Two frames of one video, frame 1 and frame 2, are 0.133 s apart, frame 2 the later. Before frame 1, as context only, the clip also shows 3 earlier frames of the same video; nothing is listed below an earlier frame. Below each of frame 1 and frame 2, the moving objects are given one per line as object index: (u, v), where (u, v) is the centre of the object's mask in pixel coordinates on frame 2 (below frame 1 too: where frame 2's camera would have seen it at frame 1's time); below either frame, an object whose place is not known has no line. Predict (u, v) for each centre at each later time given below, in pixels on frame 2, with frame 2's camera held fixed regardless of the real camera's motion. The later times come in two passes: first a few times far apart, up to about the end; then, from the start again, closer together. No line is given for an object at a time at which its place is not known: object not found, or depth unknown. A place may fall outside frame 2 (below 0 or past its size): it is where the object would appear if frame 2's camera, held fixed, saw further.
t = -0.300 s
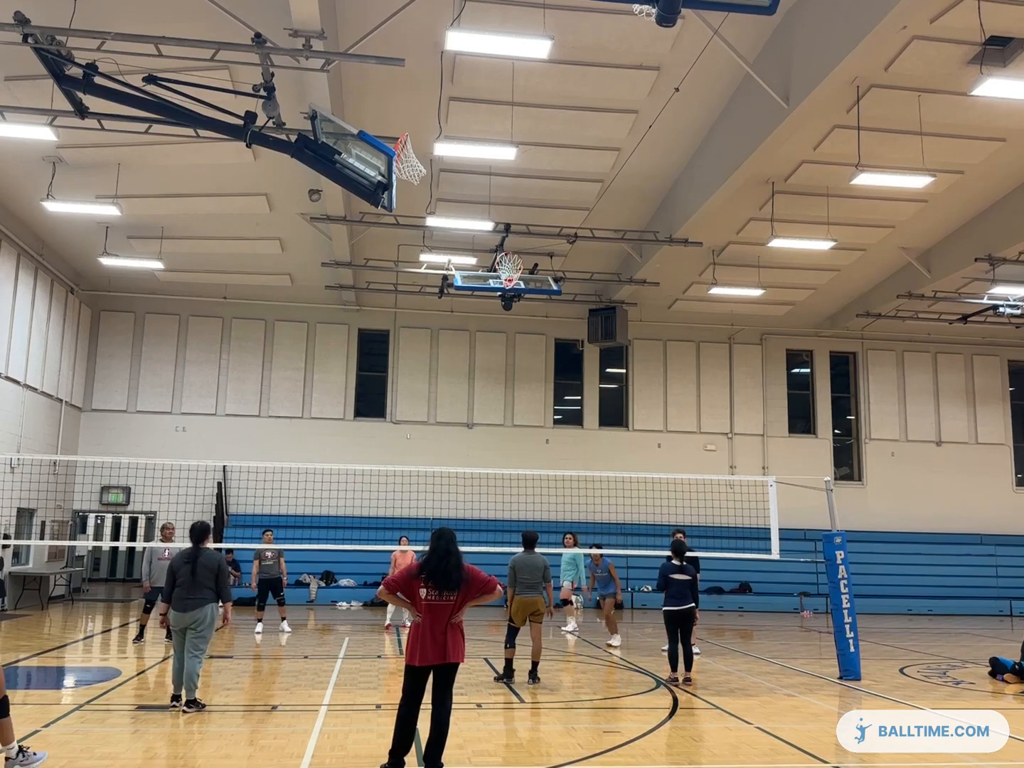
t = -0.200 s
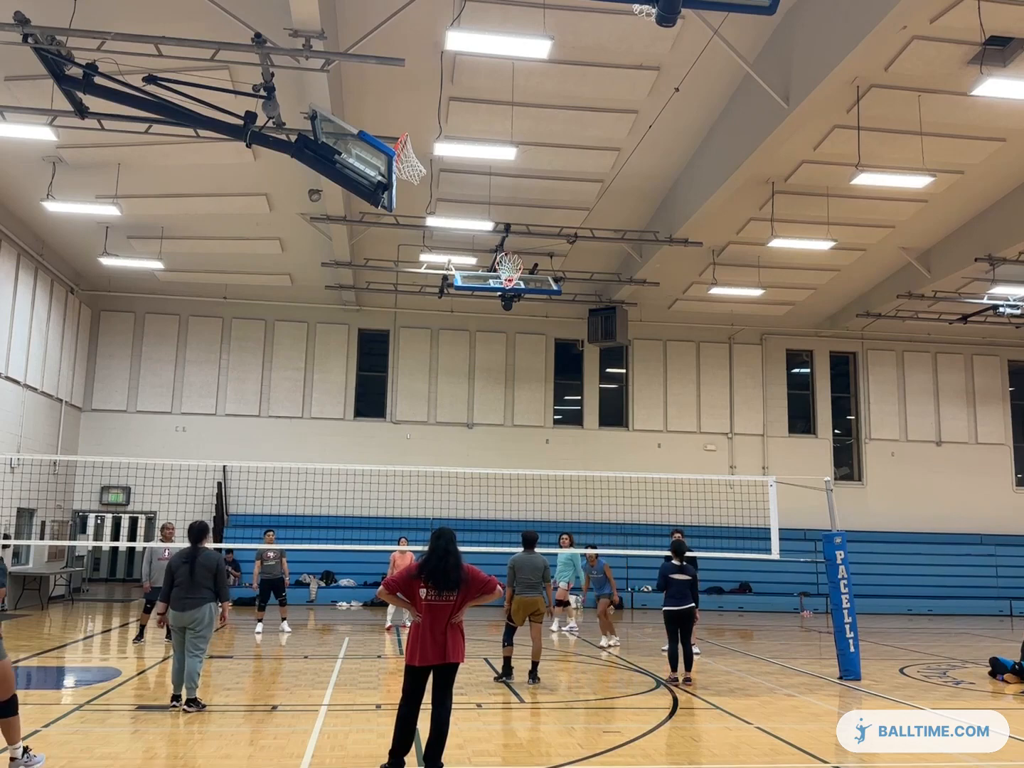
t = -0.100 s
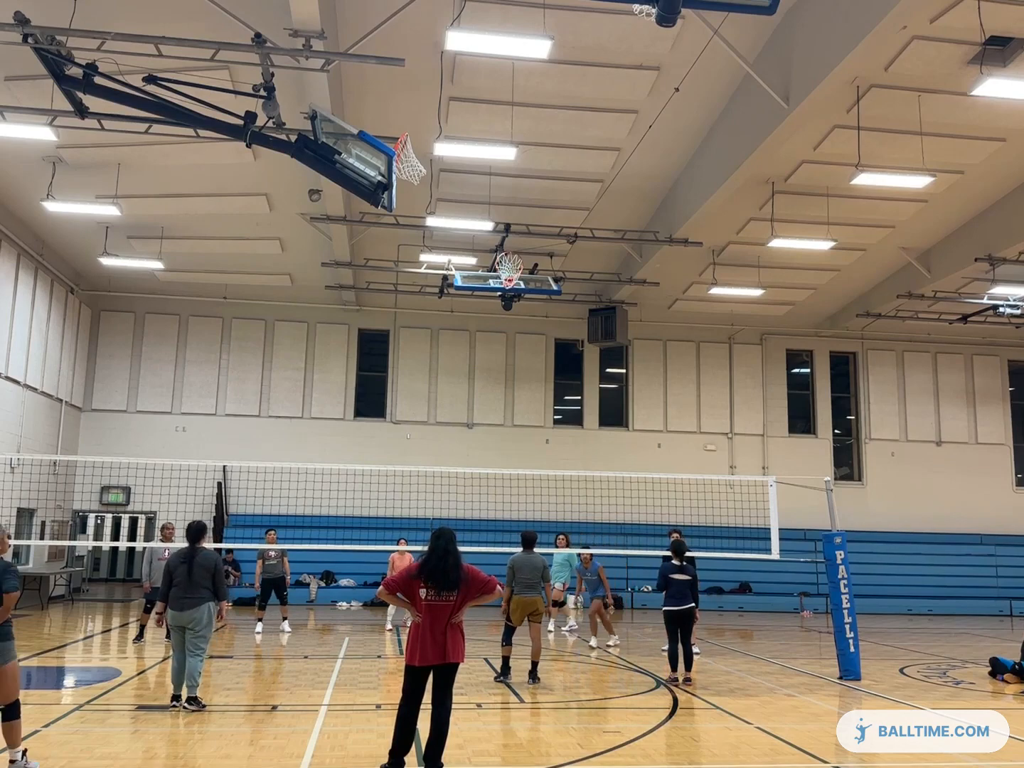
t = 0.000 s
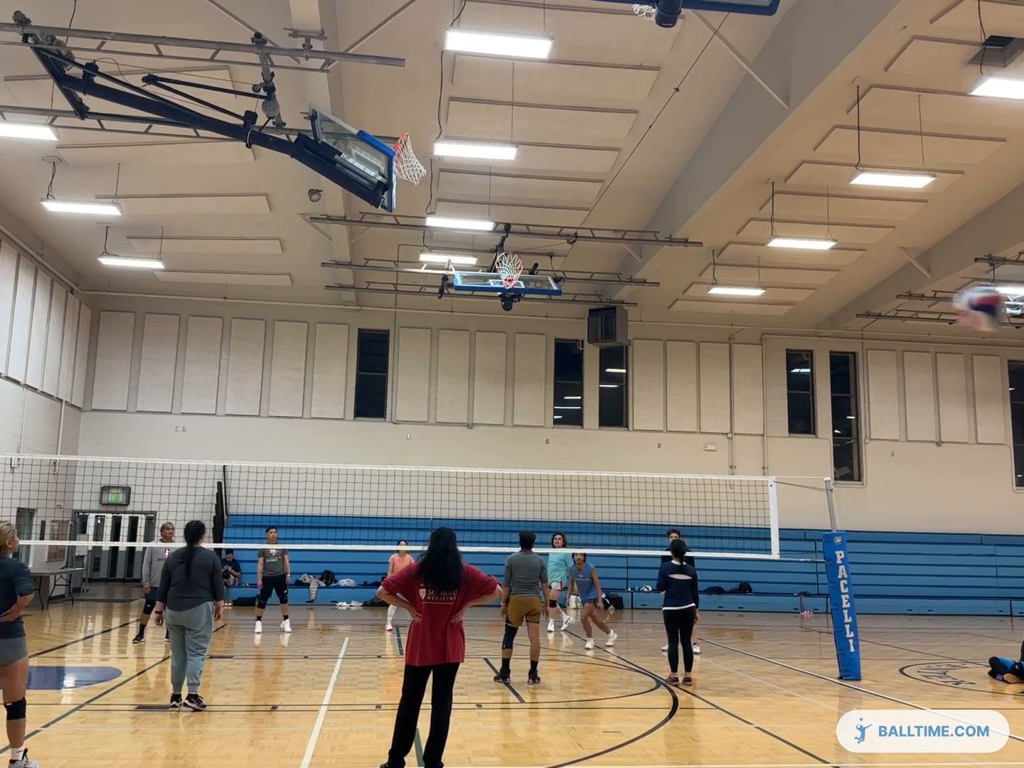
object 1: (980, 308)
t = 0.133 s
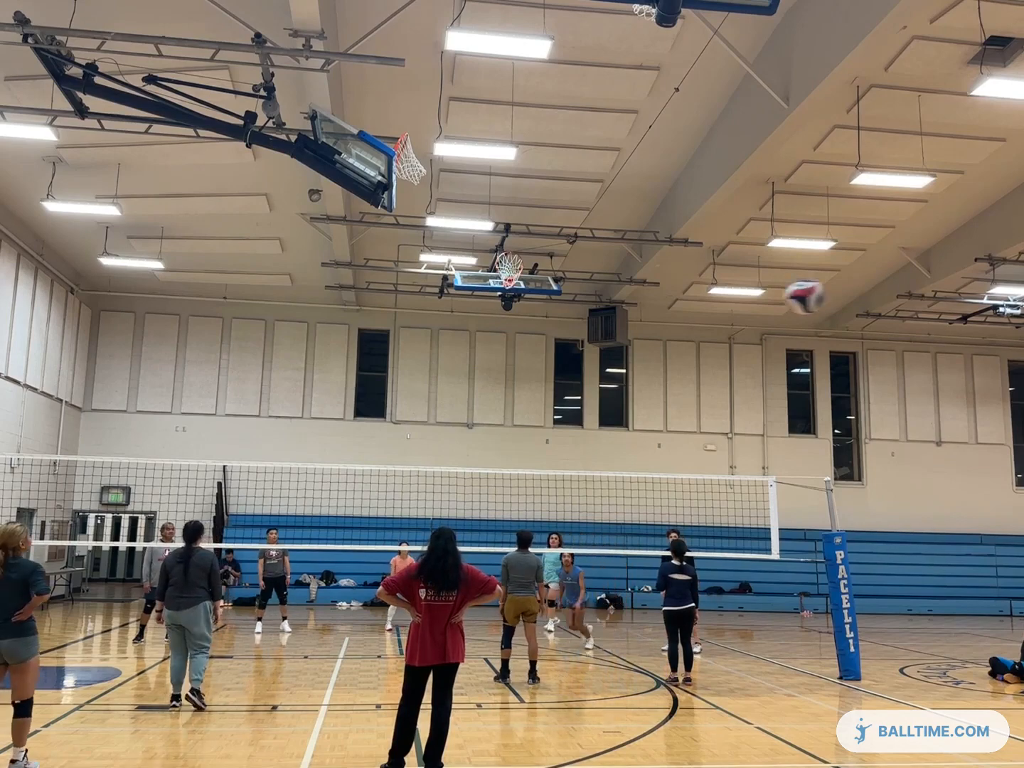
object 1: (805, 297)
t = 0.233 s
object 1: (722, 307)
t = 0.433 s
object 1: (623, 346)
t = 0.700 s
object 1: (547, 415)
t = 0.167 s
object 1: (775, 299)
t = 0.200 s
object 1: (747, 302)
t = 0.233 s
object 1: (722, 307)
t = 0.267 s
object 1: (702, 313)
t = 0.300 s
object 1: (683, 318)
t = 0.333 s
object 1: (665, 324)
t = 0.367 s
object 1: (650, 331)
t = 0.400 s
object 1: (636, 337)
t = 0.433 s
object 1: (623, 346)
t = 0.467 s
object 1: (611, 354)
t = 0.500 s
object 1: (600, 361)
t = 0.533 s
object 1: (589, 369)
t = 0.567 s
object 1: (580, 379)
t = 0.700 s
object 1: (547, 415)
